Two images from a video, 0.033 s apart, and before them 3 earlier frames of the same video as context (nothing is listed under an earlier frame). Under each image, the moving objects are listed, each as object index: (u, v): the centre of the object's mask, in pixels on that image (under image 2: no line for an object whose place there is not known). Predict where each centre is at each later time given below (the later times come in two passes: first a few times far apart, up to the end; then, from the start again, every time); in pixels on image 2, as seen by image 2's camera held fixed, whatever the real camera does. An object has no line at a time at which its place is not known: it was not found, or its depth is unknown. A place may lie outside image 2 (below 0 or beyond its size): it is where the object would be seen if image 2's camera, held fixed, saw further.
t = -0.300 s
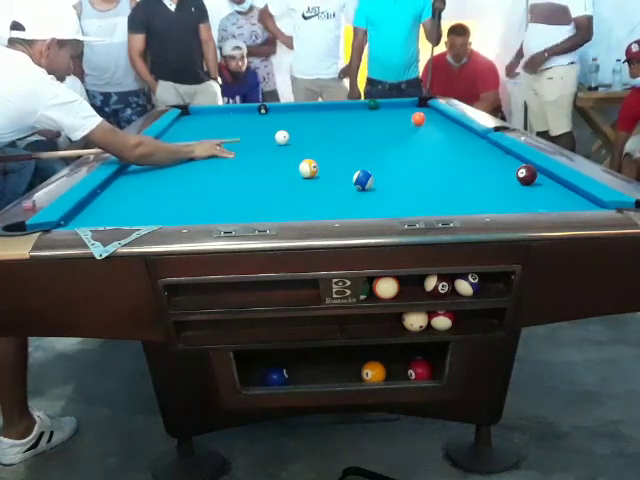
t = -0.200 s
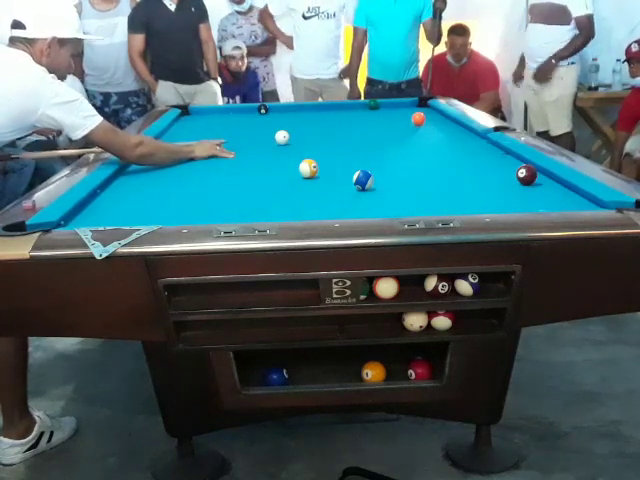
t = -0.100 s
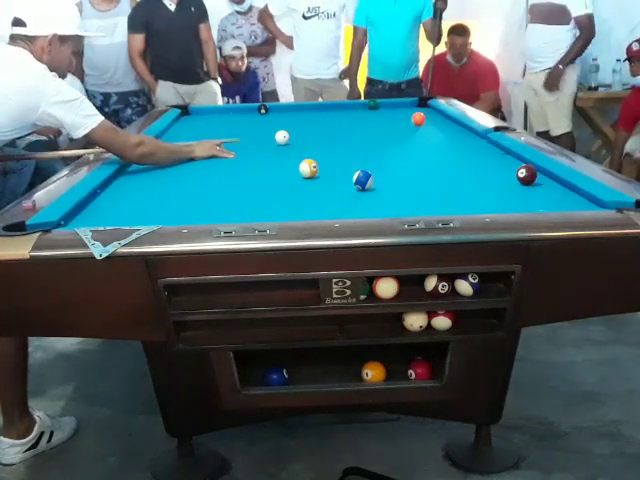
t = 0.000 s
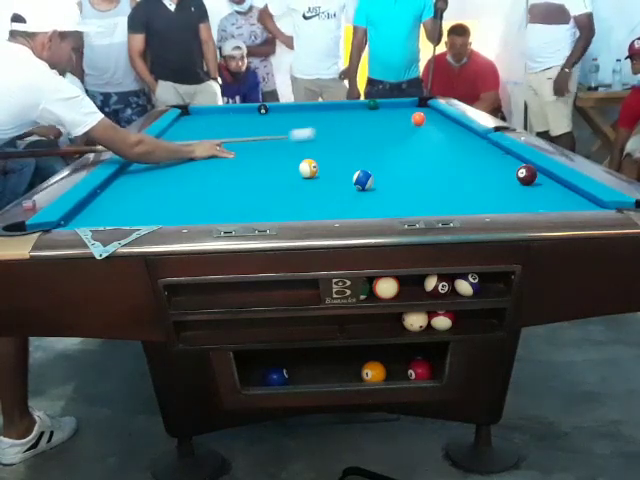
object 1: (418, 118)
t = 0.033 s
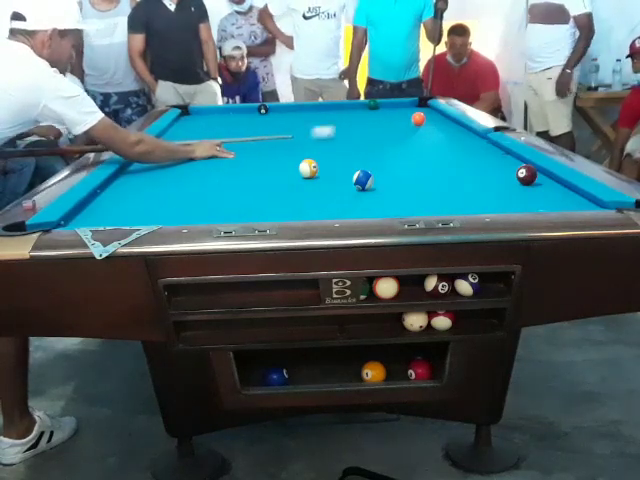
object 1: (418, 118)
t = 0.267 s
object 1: (418, 117)
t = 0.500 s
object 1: (417, 111)
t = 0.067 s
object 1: (418, 118)
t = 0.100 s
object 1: (418, 118)
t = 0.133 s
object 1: (418, 118)
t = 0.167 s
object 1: (418, 118)
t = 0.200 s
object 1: (419, 118)
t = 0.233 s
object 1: (416, 116)
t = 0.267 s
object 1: (418, 117)
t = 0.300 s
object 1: (418, 116)
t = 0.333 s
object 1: (418, 115)
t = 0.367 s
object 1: (417, 114)
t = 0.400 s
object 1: (417, 110)
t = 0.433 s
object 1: (418, 112)
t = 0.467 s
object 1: (417, 111)
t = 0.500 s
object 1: (417, 111)
